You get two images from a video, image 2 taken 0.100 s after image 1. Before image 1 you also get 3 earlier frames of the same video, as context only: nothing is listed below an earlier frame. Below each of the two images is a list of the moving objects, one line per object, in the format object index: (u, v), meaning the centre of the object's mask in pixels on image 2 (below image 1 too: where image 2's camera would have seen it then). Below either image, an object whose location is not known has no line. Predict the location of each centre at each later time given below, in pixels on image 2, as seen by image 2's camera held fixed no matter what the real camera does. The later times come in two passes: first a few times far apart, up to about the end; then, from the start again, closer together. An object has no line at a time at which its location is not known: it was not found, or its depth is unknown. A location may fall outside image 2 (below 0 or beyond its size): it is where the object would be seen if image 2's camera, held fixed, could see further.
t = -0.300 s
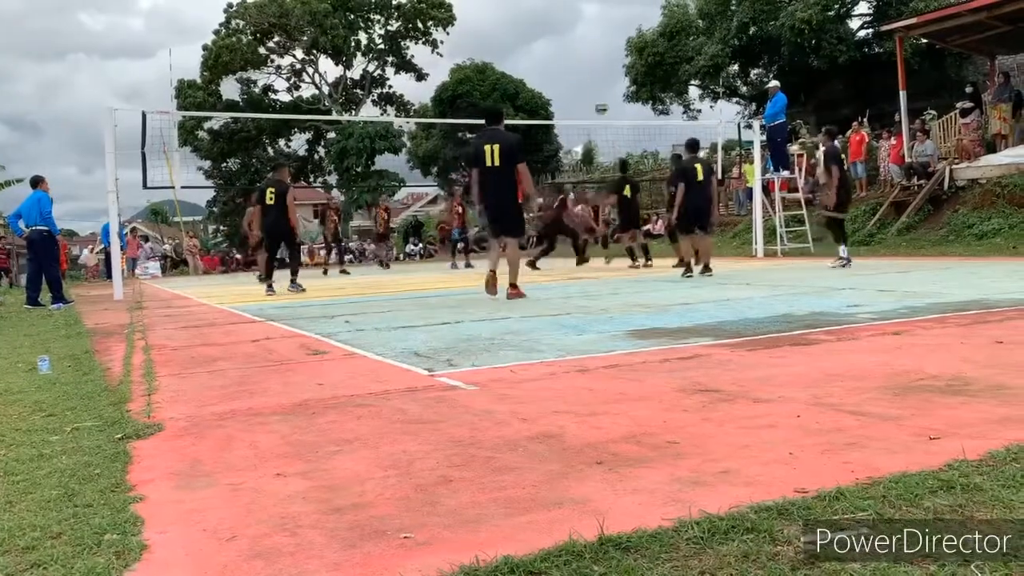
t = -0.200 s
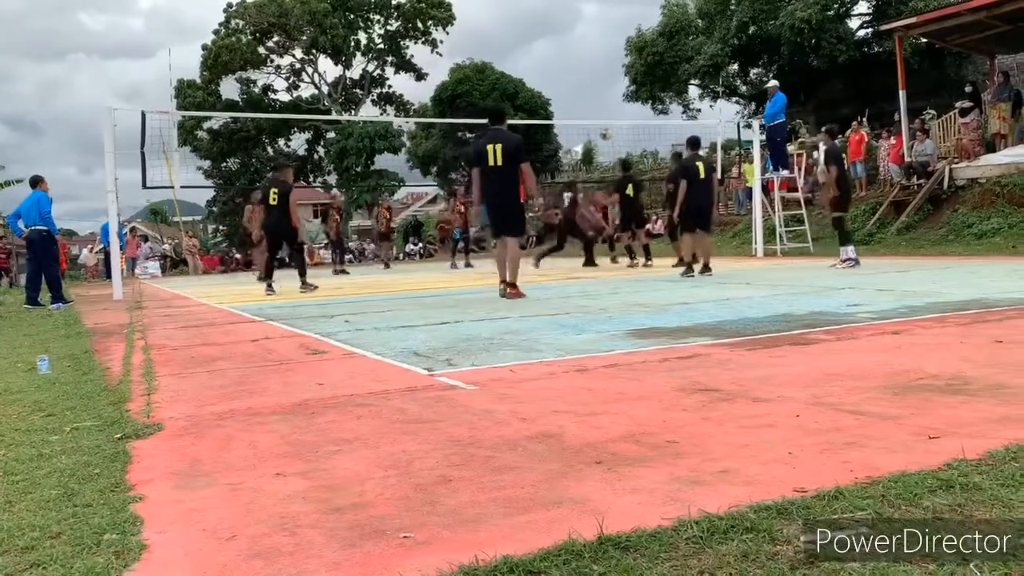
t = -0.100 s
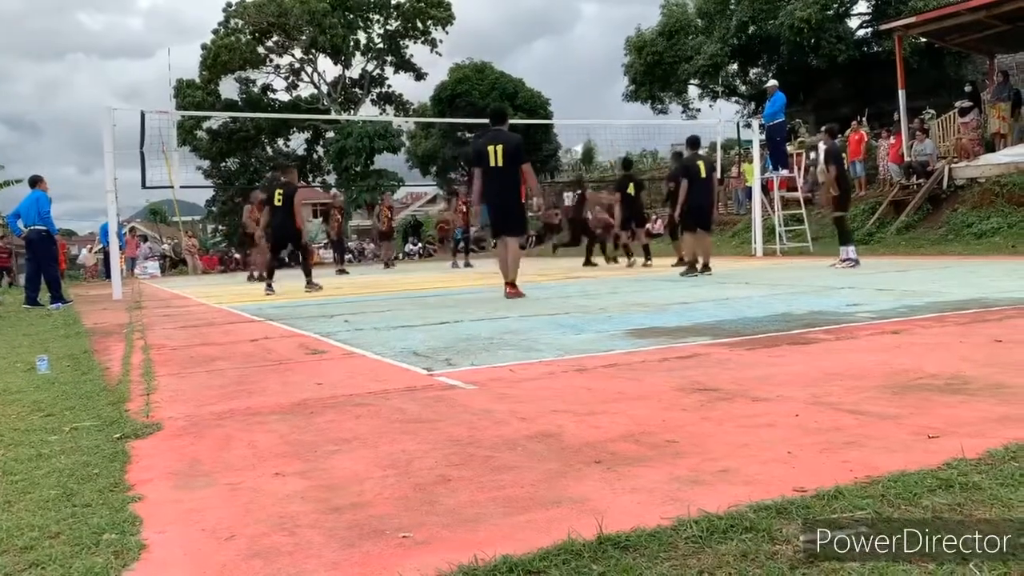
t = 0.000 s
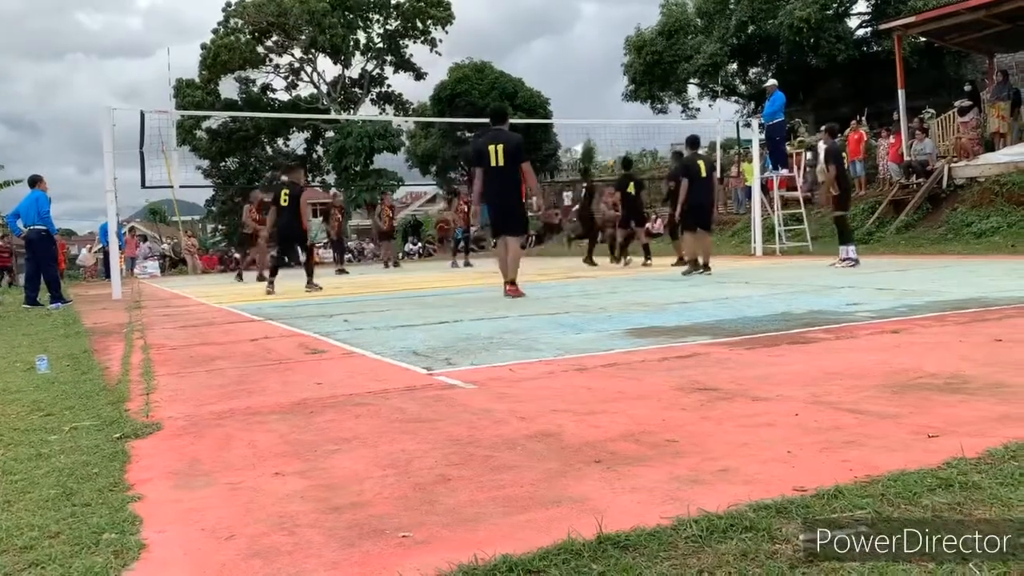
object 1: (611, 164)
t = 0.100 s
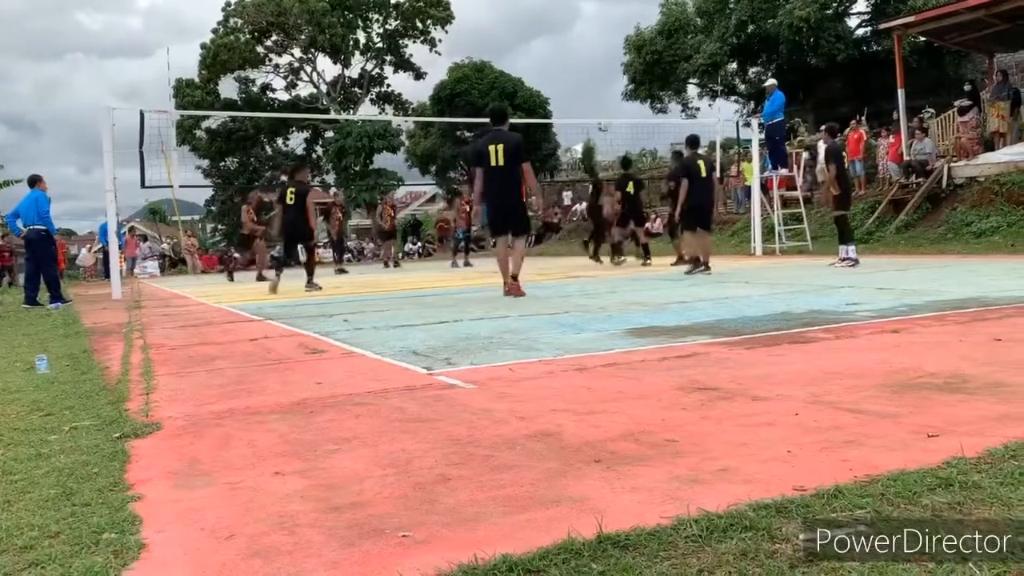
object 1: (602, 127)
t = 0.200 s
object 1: (597, 96)
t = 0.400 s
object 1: (585, 57)
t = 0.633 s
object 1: (575, 38)
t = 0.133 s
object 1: (601, 114)
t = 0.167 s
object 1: (598, 106)
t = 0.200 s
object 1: (597, 96)
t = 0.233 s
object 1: (595, 88)
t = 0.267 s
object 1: (593, 80)
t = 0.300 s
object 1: (591, 73)
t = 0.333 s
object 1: (590, 67)
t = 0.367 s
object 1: (587, 60)
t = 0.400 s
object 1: (585, 57)
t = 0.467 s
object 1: (582, 48)
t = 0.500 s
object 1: (581, 45)
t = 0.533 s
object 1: (579, 42)
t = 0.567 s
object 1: (578, 40)
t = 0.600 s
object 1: (577, 39)
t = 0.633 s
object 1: (575, 38)
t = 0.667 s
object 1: (574, 39)
